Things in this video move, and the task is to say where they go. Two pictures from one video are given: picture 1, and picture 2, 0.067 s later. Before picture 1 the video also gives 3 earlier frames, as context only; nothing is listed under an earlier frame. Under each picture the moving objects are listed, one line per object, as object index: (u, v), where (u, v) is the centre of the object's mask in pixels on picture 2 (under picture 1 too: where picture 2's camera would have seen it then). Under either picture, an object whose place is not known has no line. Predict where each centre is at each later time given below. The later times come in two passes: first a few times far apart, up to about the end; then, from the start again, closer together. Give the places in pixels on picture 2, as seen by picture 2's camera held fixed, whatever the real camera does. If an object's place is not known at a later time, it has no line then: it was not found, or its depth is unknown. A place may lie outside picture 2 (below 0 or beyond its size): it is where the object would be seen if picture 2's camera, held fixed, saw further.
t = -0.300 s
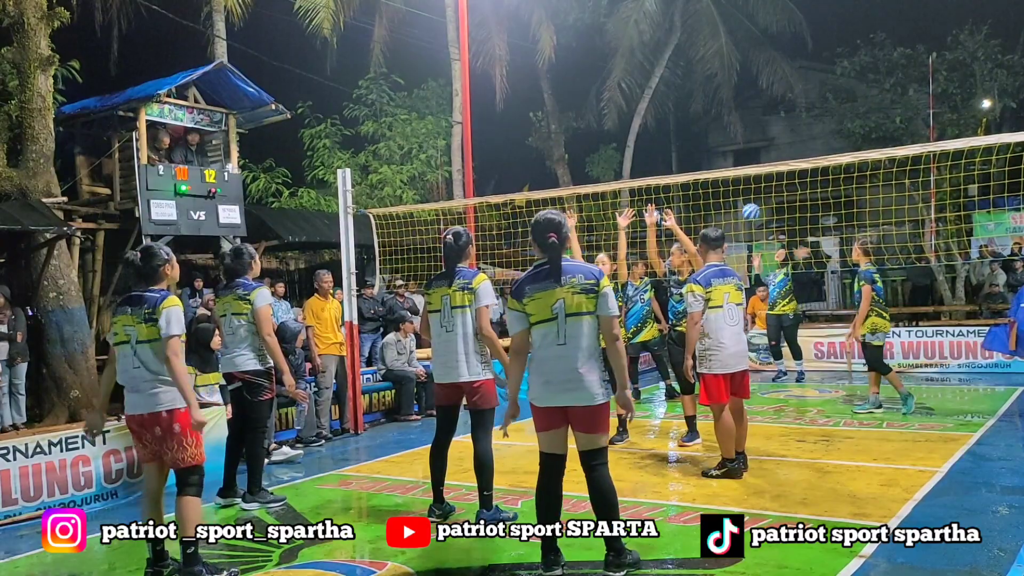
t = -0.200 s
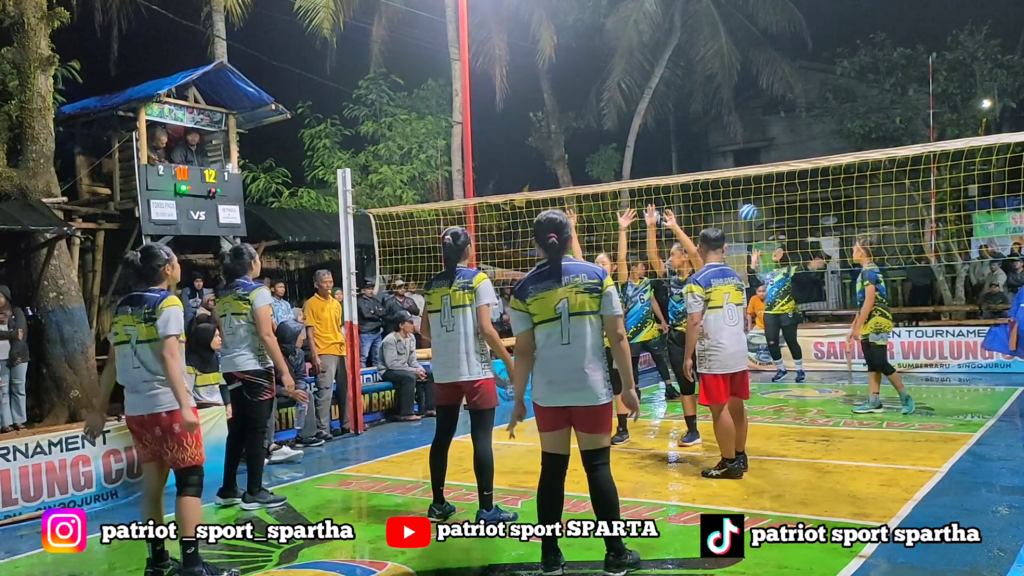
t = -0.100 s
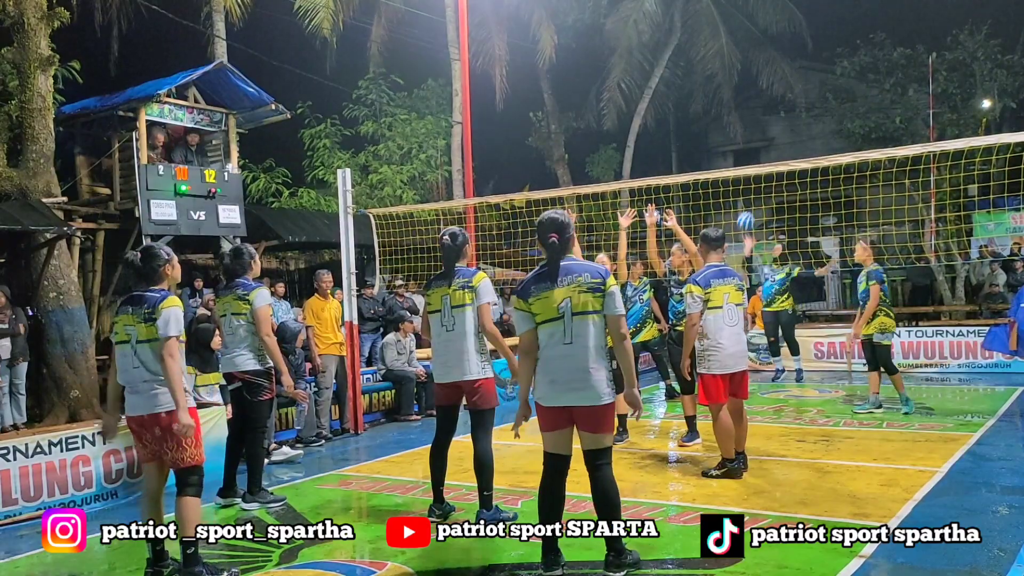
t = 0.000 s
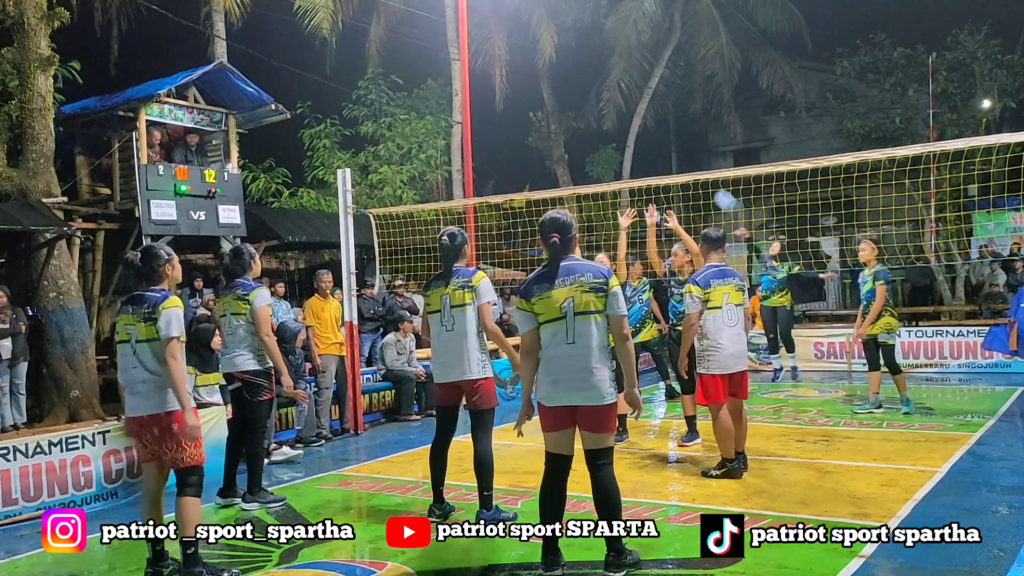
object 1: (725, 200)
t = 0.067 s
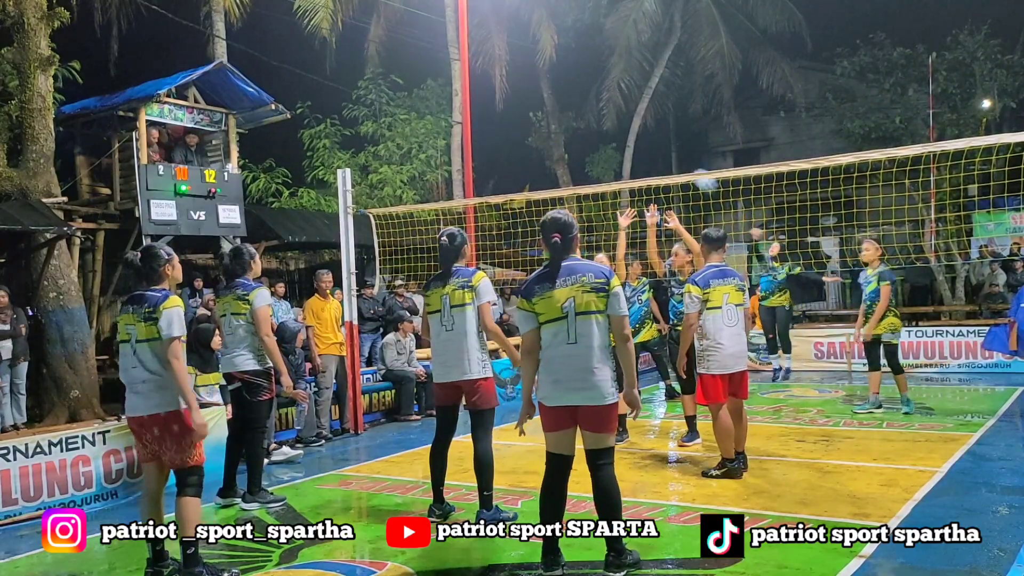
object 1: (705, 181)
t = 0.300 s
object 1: (614, 126)
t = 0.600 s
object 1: (456, 128)
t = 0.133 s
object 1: (681, 162)
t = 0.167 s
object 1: (669, 154)
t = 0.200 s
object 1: (656, 146)
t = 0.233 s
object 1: (642, 138)
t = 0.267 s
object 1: (628, 131)
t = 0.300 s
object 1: (614, 126)
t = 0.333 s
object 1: (599, 122)
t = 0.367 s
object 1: (584, 119)
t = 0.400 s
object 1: (568, 116)
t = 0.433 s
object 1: (550, 115)
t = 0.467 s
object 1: (533, 115)
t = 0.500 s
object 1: (514, 116)
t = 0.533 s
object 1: (495, 119)
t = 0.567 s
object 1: (478, 122)
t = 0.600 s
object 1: (456, 128)
